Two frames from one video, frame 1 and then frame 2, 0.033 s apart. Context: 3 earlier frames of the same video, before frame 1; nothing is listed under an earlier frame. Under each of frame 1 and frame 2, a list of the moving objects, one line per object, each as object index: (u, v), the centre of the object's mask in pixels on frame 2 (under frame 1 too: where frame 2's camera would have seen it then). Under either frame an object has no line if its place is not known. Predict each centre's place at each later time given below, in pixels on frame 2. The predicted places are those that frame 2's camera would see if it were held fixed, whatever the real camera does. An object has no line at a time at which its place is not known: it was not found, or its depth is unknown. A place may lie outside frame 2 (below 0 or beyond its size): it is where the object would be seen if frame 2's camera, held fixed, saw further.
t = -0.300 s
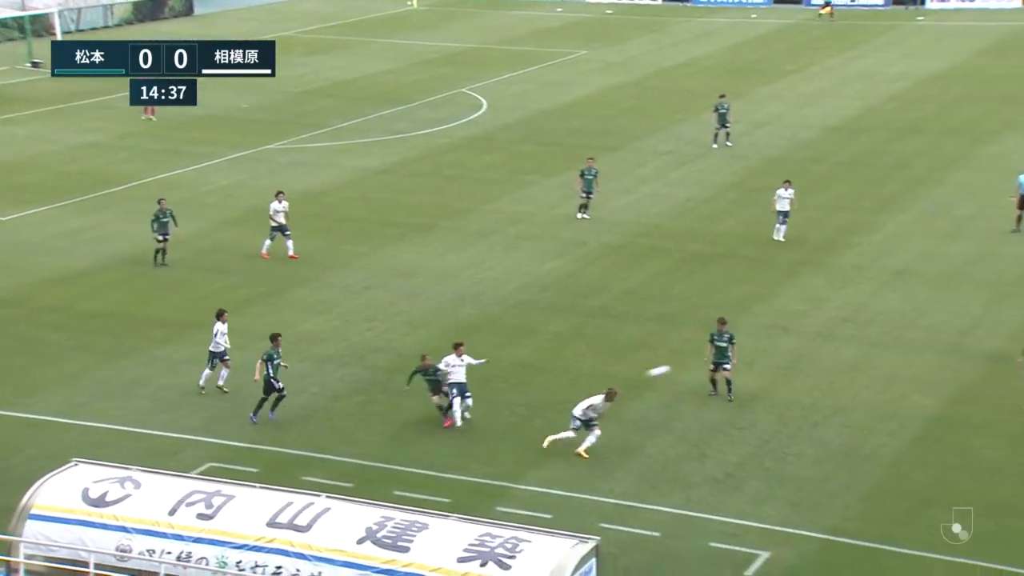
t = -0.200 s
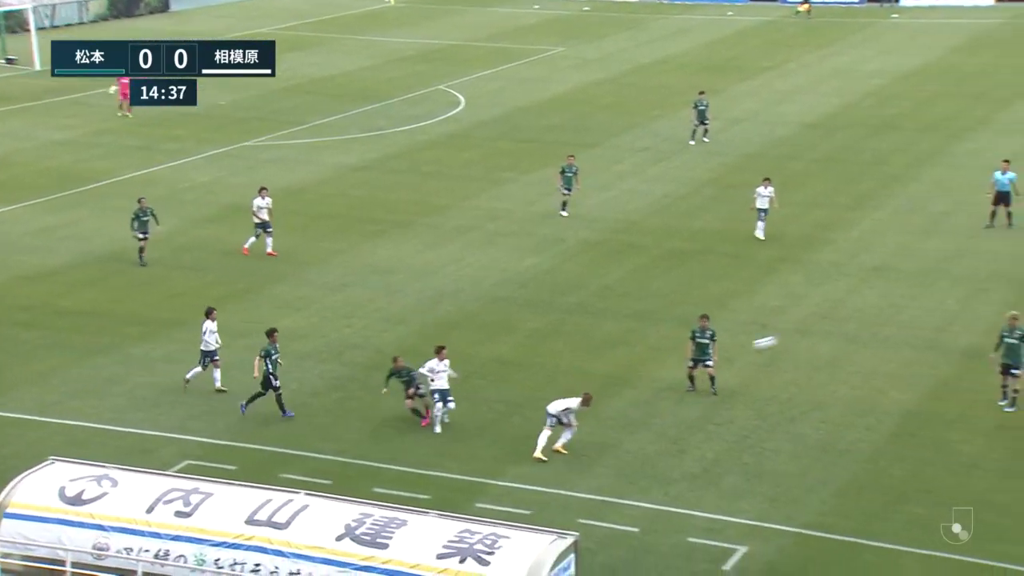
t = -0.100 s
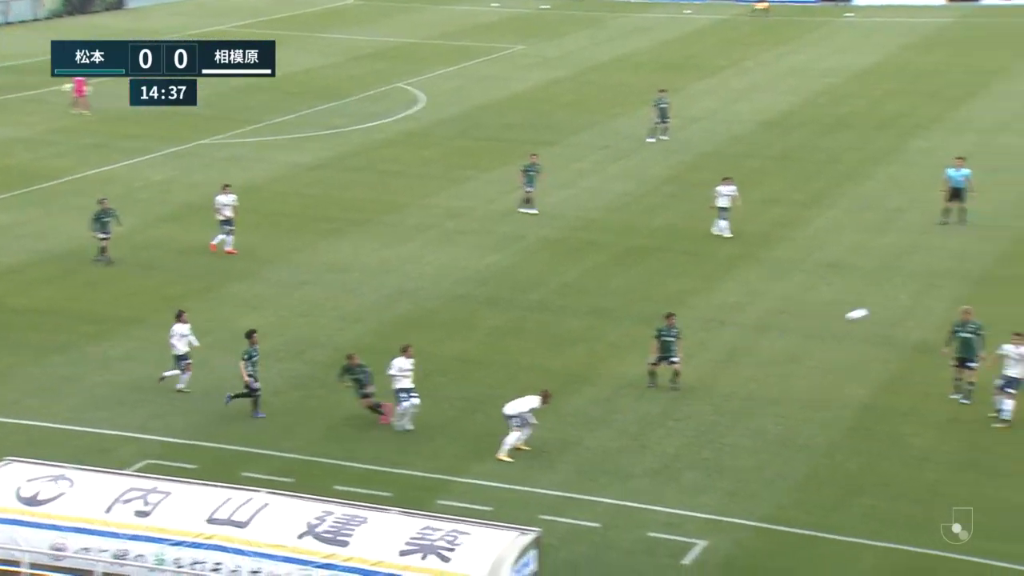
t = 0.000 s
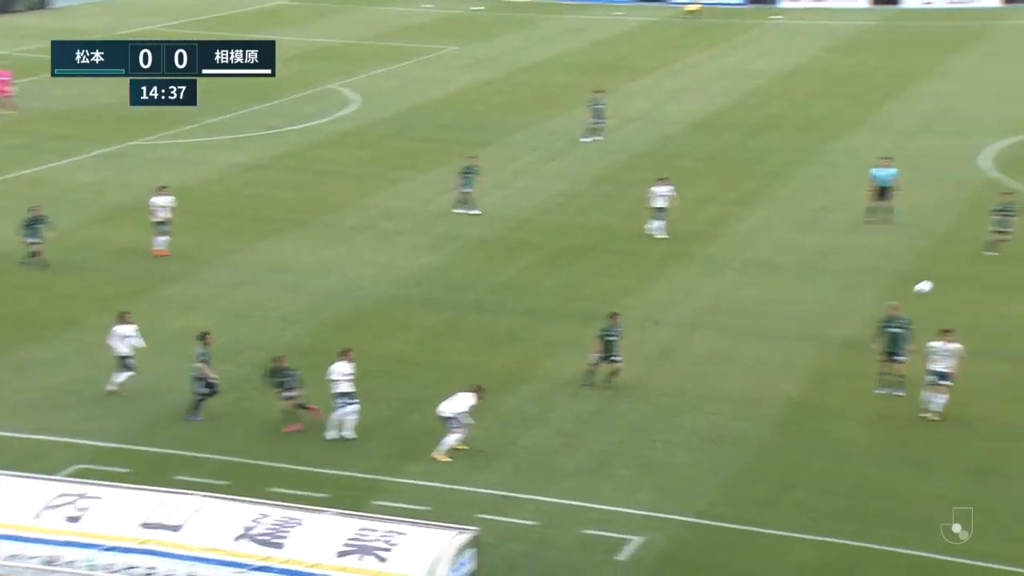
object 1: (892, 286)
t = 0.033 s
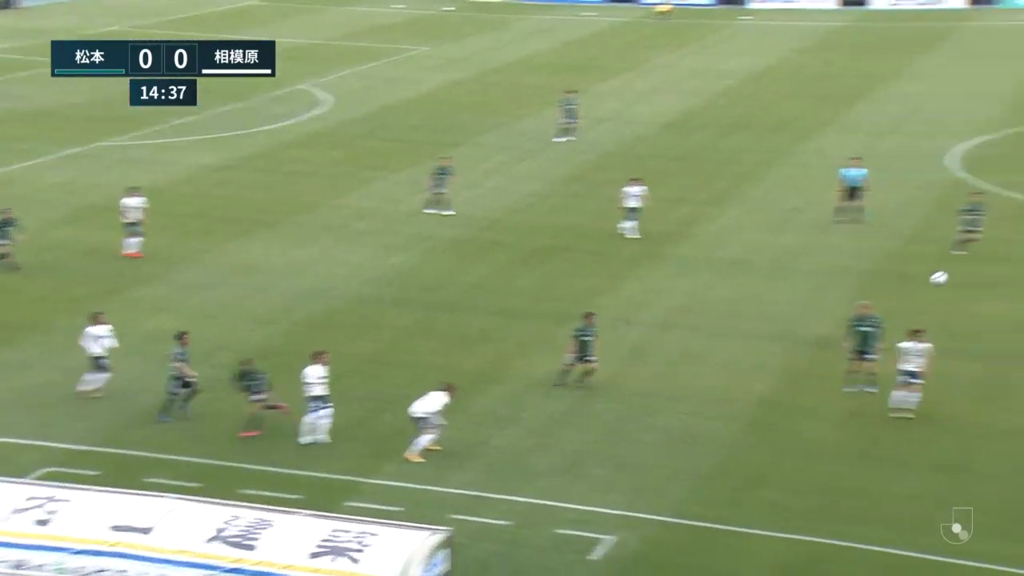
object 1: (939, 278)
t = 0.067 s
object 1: (985, 270)
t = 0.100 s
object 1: (1033, 262)
